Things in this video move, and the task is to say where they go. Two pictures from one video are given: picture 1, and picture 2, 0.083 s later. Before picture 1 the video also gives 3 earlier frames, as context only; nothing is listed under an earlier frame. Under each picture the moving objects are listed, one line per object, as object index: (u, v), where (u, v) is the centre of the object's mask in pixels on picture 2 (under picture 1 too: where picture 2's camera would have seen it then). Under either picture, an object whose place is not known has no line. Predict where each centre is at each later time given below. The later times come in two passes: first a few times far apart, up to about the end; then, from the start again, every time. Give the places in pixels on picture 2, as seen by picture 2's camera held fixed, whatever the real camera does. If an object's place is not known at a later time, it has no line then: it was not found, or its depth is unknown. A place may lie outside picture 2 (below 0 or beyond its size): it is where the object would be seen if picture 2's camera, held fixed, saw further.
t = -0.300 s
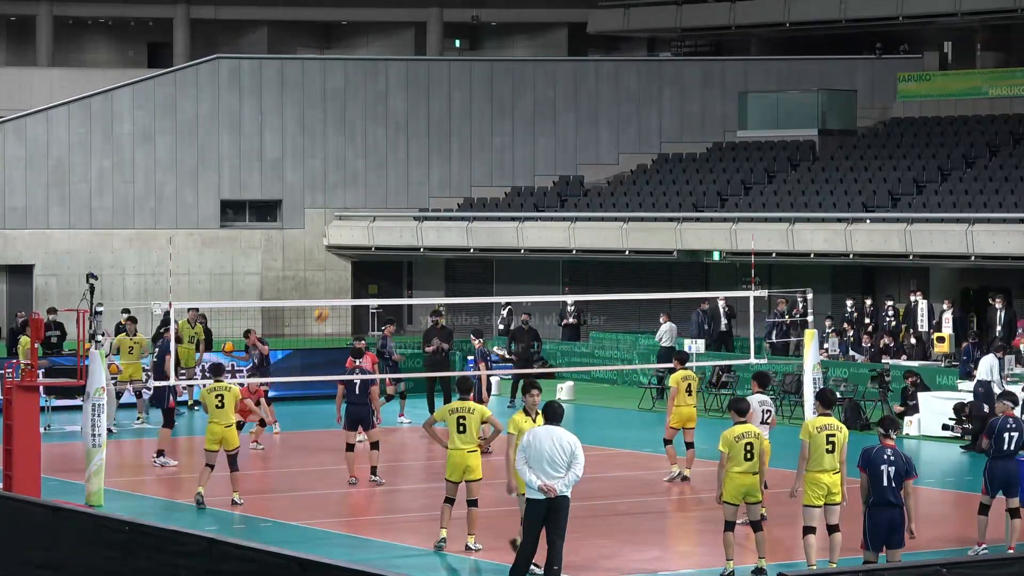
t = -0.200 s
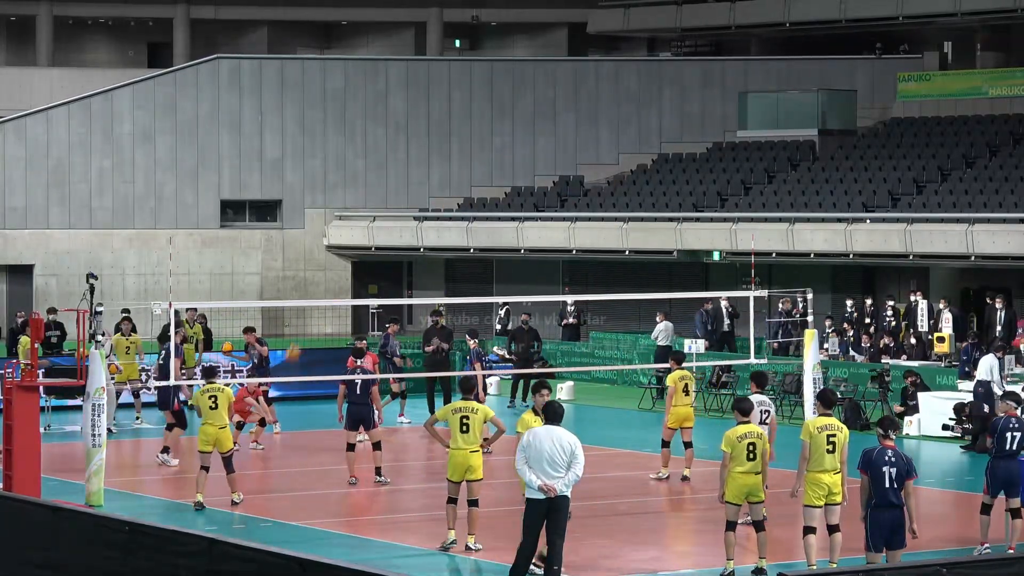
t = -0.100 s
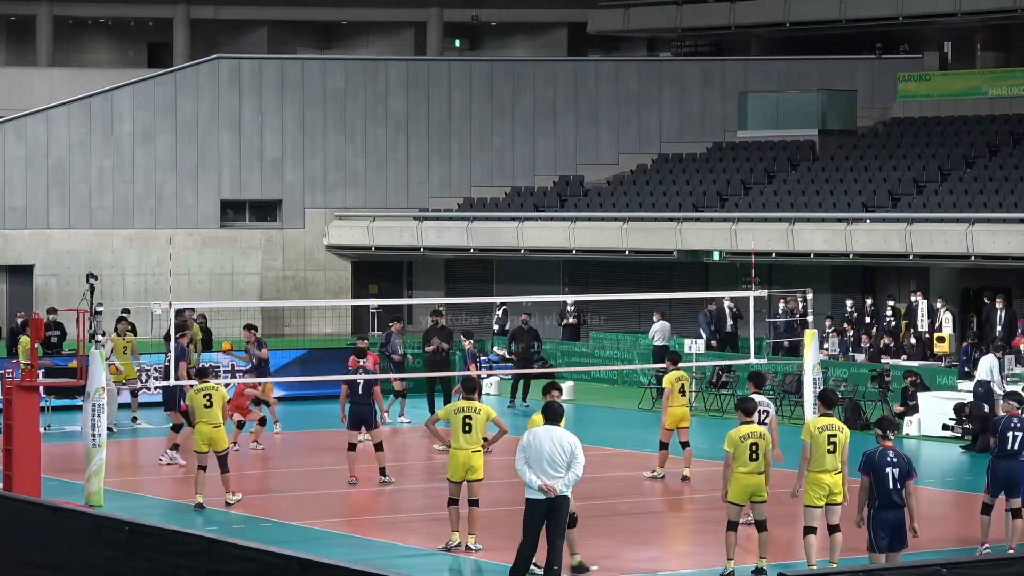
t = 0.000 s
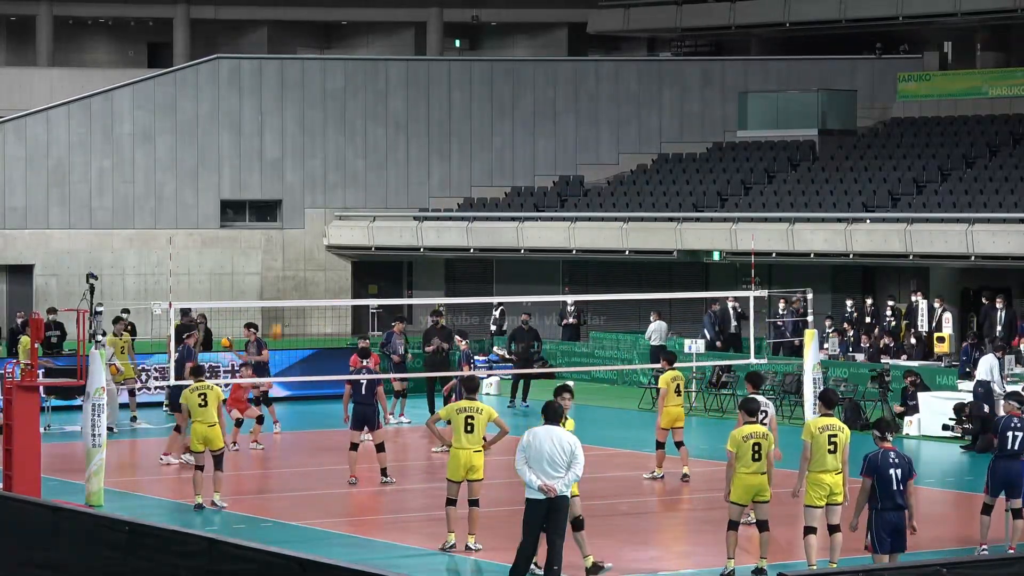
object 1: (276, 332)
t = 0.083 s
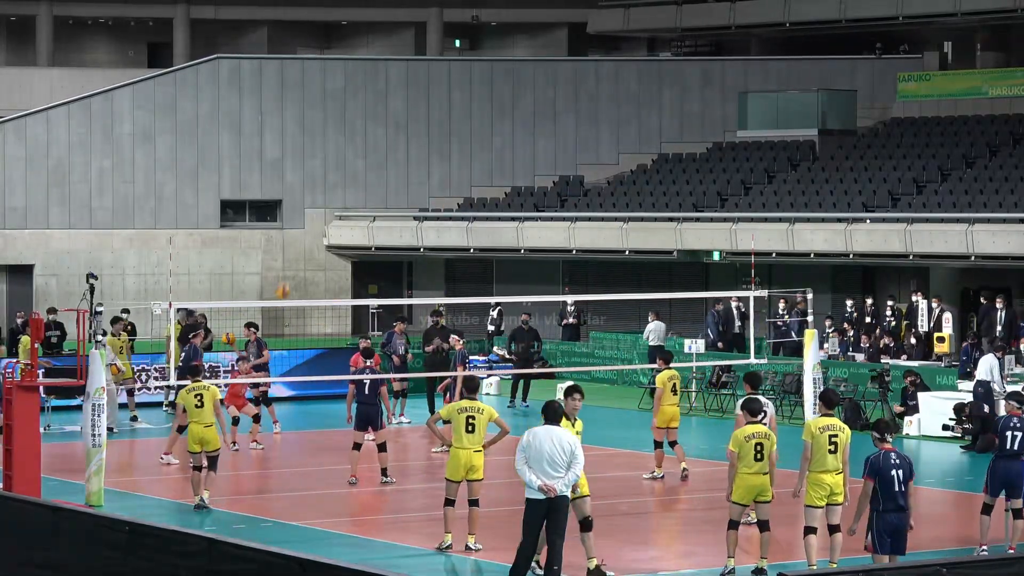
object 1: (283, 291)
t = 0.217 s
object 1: (294, 235)
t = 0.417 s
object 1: (312, 170)
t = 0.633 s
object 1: (333, 132)
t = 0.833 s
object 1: (351, 124)
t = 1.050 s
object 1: (371, 146)
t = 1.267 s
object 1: (391, 201)
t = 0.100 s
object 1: (285, 283)
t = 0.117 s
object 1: (286, 275)
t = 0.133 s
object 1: (288, 268)
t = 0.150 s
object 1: (288, 262)
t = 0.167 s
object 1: (290, 254)
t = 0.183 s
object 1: (291, 248)
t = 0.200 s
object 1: (293, 241)
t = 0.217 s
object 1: (294, 235)
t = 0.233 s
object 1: (296, 227)
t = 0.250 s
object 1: (298, 221)
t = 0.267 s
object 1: (299, 215)
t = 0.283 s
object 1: (300, 210)
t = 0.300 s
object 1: (302, 204)
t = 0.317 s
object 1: (304, 198)
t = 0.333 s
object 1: (305, 194)
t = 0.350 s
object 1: (306, 188)
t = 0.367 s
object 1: (308, 184)
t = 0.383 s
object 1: (309, 180)
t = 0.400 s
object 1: (311, 175)
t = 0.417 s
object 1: (312, 170)
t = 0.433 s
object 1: (314, 166)
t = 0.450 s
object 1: (315, 162)
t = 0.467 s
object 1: (317, 158)
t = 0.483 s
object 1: (319, 155)
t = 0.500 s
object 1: (320, 152)
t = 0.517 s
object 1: (322, 149)
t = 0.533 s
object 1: (324, 146)
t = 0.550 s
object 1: (325, 143)
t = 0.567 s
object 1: (327, 140)
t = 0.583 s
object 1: (328, 138)
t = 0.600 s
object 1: (329, 135)
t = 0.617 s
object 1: (331, 133)
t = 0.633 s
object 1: (333, 132)
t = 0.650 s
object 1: (334, 130)
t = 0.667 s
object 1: (336, 128)
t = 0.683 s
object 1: (337, 127)
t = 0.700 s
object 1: (339, 126)
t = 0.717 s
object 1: (341, 125)
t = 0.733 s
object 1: (342, 124)
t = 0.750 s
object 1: (344, 123)
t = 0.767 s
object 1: (345, 123)
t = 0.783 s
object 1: (346, 123)
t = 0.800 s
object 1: (348, 123)
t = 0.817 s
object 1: (349, 123)
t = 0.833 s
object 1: (351, 124)
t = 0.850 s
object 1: (352, 124)
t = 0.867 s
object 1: (354, 125)
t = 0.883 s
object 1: (355, 125)
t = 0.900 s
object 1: (357, 127)
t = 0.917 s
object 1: (359, 128)
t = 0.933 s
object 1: (360, 130)
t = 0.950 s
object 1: (362, 132)
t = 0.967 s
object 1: (363, 133)
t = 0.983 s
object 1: (365, 136)
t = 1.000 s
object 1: (367, 138)
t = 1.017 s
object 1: (368, 140)
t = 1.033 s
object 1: (370, 143)
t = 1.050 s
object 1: (371, 146)
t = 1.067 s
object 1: (372, 149)
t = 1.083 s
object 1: (374, 153)
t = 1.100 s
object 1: (376, 156)
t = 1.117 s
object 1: (377, 159)
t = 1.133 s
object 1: (379, 163)
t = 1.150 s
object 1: (381, 167)
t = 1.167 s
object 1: (382, 172)
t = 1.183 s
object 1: (384, 176)
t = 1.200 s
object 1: (385, 180)
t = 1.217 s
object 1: (387, 186)
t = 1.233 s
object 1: (388, 191)
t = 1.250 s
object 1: (390, 196)
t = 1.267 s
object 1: (391, 201)
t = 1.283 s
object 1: (393, 207)
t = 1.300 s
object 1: (395, 213)
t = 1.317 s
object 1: (396, 219)
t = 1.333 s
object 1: (398, 225)
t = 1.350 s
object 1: (399, 231)
